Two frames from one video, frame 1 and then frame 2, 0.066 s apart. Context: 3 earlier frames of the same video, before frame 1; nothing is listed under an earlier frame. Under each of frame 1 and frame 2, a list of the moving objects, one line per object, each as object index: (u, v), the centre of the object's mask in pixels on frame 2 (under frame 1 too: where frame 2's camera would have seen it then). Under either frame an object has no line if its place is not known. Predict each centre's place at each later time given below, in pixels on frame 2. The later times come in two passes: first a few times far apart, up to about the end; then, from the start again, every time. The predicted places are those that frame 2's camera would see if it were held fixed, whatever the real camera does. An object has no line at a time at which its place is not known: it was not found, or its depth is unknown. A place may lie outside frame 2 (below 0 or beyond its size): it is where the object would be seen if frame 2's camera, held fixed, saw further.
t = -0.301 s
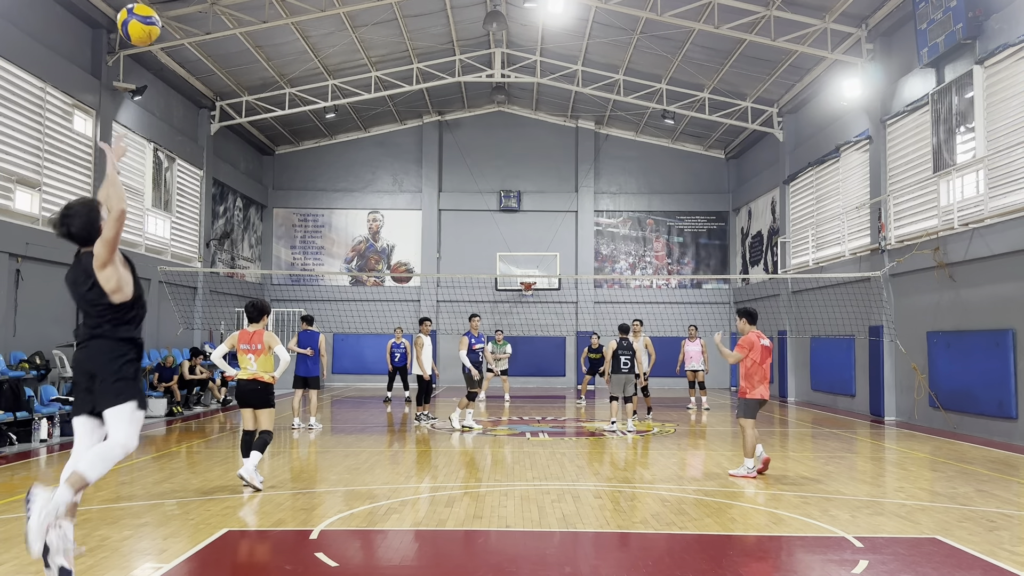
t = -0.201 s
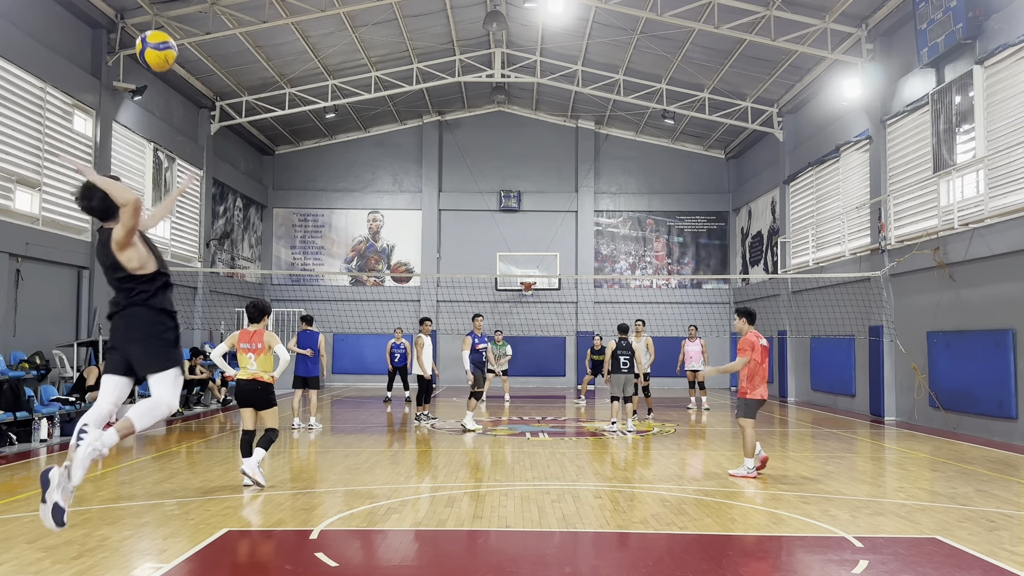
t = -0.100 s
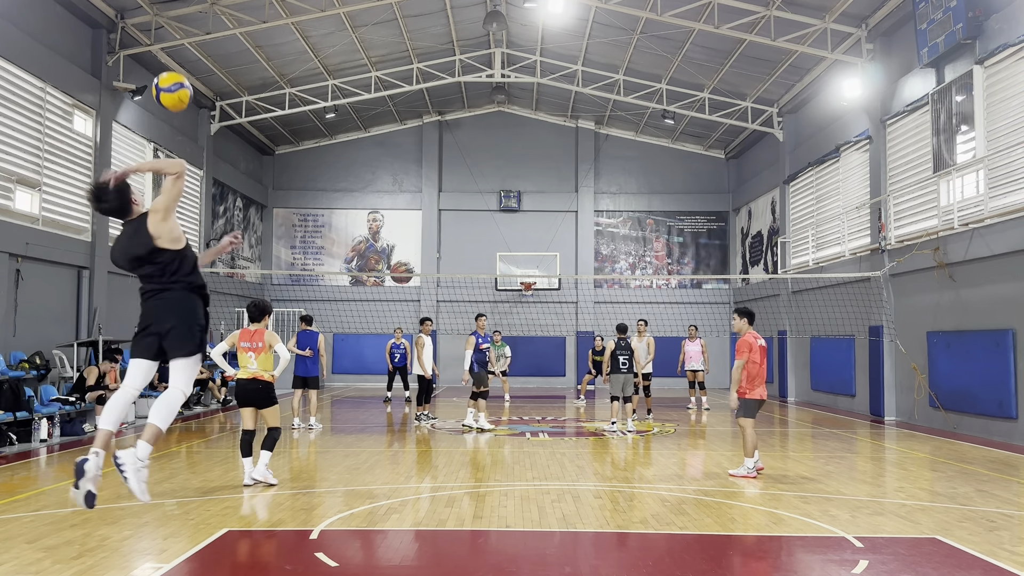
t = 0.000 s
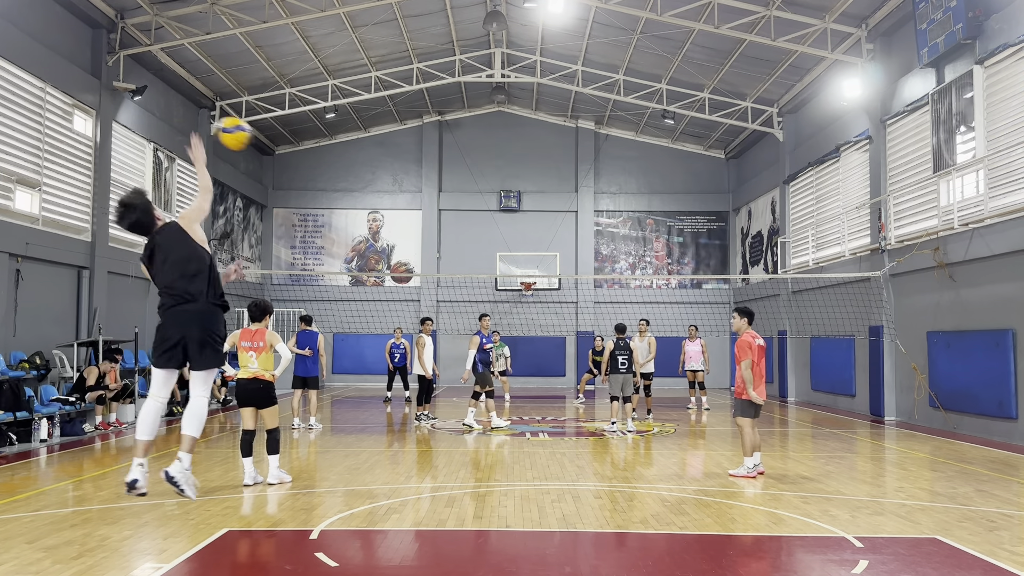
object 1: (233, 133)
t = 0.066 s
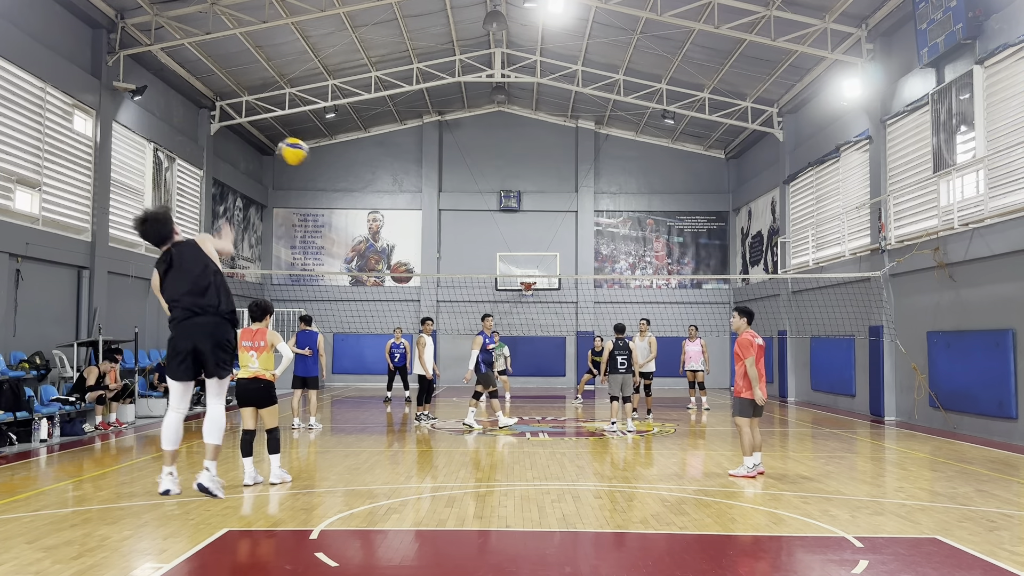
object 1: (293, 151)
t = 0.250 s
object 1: (387, 195)
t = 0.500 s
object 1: (453, 254)
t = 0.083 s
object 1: (305, 155)
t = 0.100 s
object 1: (316, 160)
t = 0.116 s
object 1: (326, 164)
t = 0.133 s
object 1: (336, 167)
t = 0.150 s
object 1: (345, 171)
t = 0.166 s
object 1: (353, 175)
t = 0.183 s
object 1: (361, 179)
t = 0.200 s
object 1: (368, 183)
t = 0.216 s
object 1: (375, 188)
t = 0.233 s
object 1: (381, 191)
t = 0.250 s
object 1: (387, 195)
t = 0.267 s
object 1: (393, 199)
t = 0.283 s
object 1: (398, 202)
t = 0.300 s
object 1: (404, 206)
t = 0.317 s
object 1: (408, 210)
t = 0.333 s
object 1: (413, 214)
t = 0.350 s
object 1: (418, 218)
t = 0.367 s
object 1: (422, 222)
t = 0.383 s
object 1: (427, 226)
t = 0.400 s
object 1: (431, 230)
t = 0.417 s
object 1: (435, 234)
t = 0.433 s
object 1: (439, 237)
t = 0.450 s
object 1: (442, 242)
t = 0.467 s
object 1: (446, 246)
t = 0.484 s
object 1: (449, 250)
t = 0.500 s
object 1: (453, 254)
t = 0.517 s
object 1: (455, 258)
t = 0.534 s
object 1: (459, 262)
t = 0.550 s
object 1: (461, 266)
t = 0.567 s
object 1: (464, 269)
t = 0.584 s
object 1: (467, 275)
